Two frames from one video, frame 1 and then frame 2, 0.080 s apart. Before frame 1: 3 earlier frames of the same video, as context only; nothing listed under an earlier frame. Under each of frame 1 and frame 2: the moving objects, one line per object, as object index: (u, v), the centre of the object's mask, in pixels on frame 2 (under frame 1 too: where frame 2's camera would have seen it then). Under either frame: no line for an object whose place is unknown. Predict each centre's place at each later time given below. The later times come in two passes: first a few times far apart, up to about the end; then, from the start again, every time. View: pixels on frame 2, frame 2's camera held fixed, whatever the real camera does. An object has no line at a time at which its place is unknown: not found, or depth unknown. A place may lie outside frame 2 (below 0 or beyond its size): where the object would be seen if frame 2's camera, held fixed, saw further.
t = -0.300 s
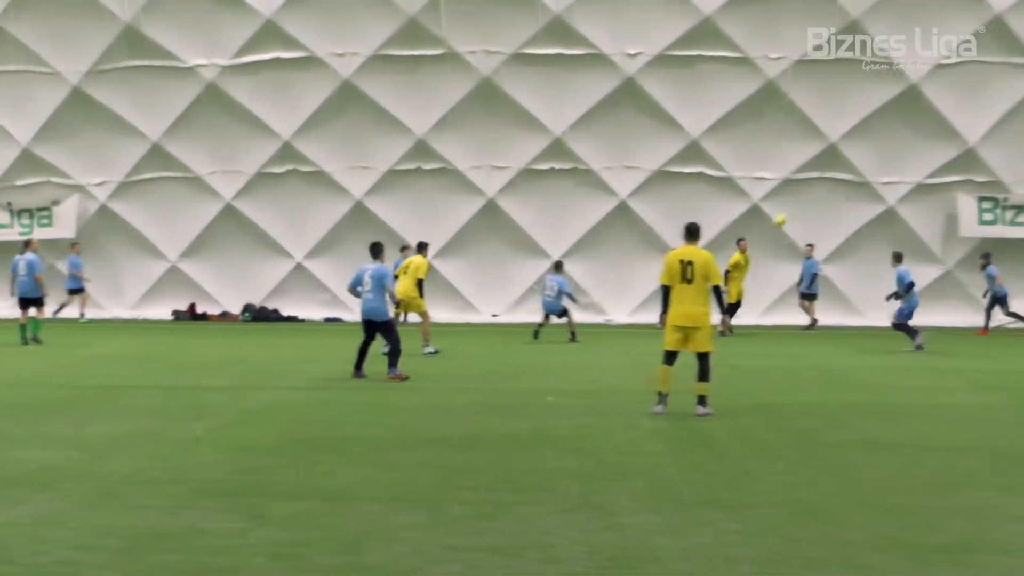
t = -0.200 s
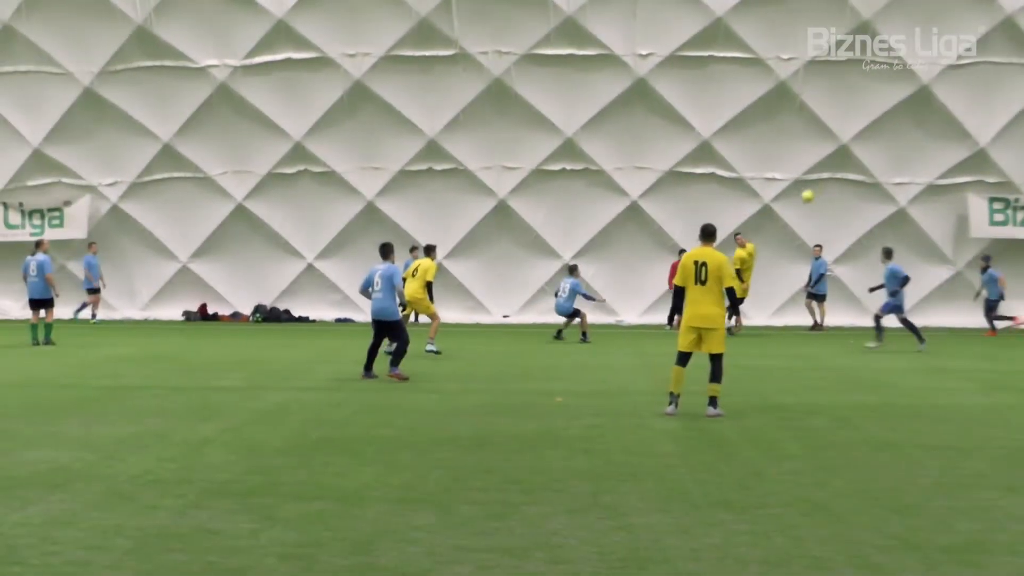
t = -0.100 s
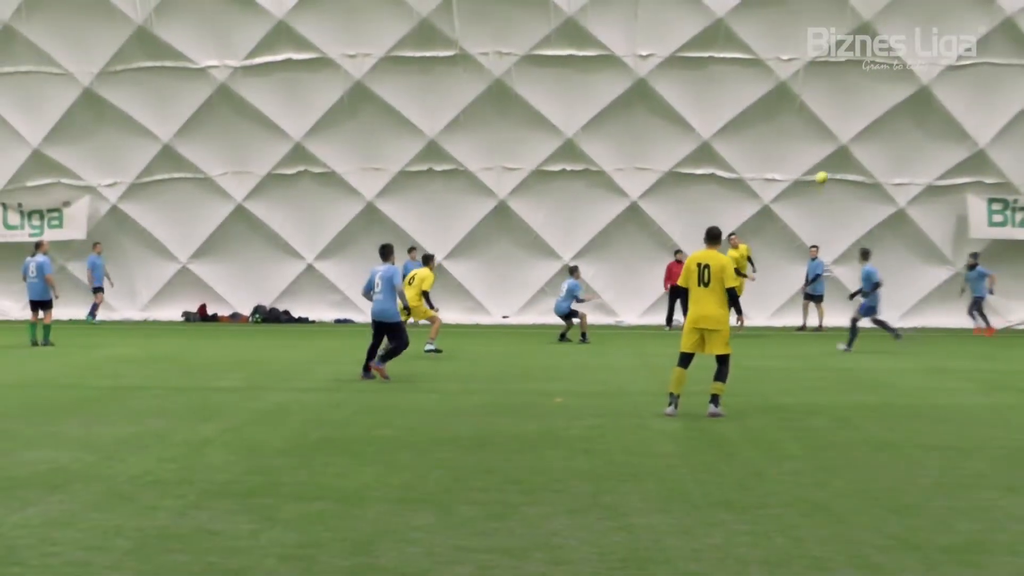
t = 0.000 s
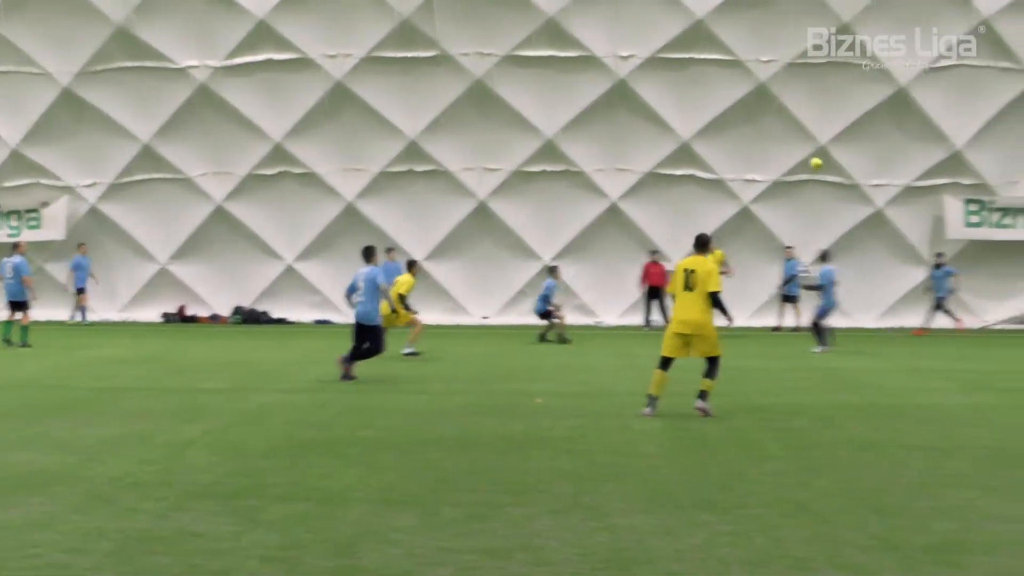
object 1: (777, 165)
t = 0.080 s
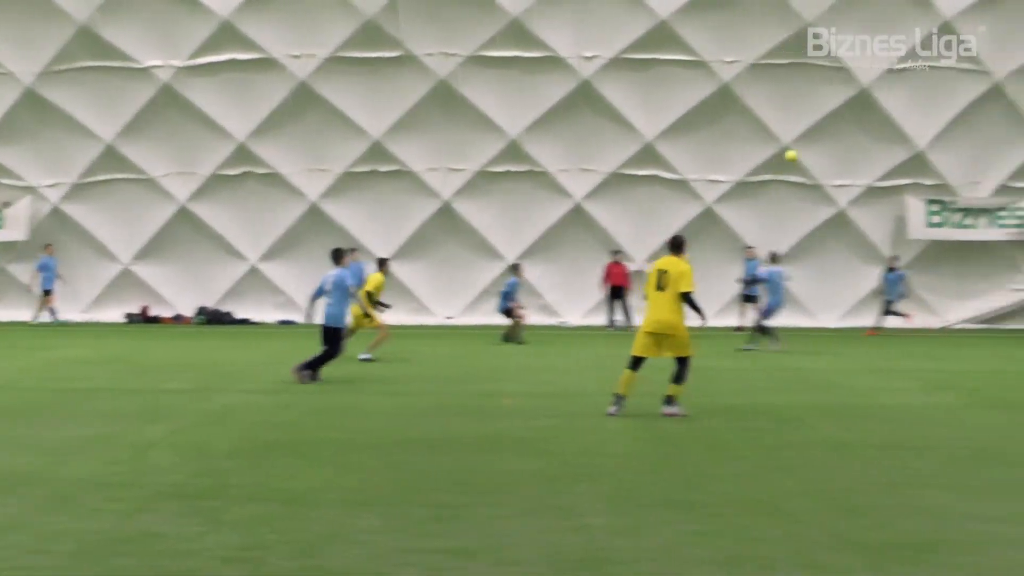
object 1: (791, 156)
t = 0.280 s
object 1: (828, 148)
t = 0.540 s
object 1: (876, 171)
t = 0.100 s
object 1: (795, 154)
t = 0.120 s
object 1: (798, 152)
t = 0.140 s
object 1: (802, 151)
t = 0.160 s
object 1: (806, 150)
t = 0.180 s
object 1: (810, 149)
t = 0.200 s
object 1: (814, 148)
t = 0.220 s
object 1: (817, 148)
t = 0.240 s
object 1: (821, 148)
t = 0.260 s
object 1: (824, 148)
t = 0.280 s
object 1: (828, 148)
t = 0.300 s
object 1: (831, 148)
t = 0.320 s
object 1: (835, 149)
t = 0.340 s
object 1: (838, 149)
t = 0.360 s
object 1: (842, 150)
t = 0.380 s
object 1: (846, 152)
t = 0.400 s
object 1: (850, 153)
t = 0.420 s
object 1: (854, 155)
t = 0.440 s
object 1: (857, 157)
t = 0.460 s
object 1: (861, 159)
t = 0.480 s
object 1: (864, 162)
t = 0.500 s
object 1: (868, 164)
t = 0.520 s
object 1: (872, 167)
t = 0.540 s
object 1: (876, 171)
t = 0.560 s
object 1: (879, 174)
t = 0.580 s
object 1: (882, 177)
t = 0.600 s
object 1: (884, 182)
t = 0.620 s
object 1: (888, 187)
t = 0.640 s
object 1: (892, 191)
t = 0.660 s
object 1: (895, 196)
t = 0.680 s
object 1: (898, 201)
